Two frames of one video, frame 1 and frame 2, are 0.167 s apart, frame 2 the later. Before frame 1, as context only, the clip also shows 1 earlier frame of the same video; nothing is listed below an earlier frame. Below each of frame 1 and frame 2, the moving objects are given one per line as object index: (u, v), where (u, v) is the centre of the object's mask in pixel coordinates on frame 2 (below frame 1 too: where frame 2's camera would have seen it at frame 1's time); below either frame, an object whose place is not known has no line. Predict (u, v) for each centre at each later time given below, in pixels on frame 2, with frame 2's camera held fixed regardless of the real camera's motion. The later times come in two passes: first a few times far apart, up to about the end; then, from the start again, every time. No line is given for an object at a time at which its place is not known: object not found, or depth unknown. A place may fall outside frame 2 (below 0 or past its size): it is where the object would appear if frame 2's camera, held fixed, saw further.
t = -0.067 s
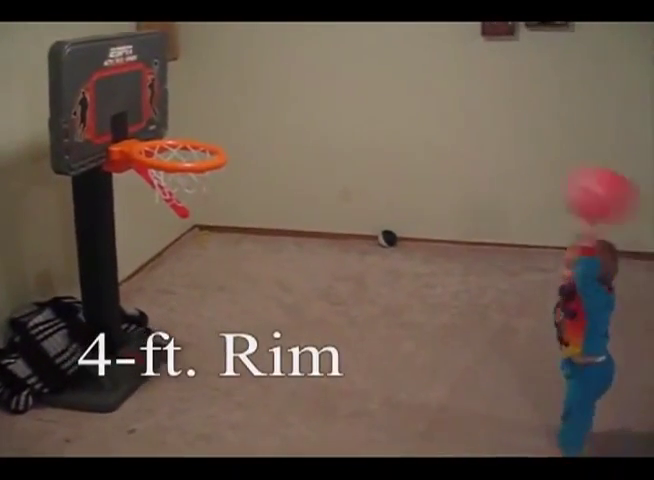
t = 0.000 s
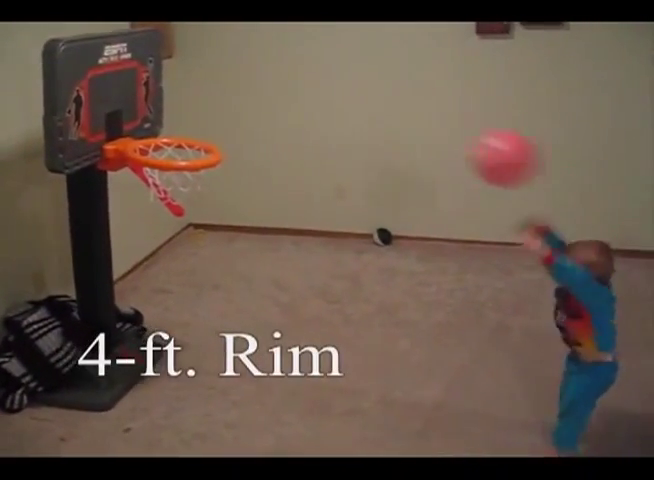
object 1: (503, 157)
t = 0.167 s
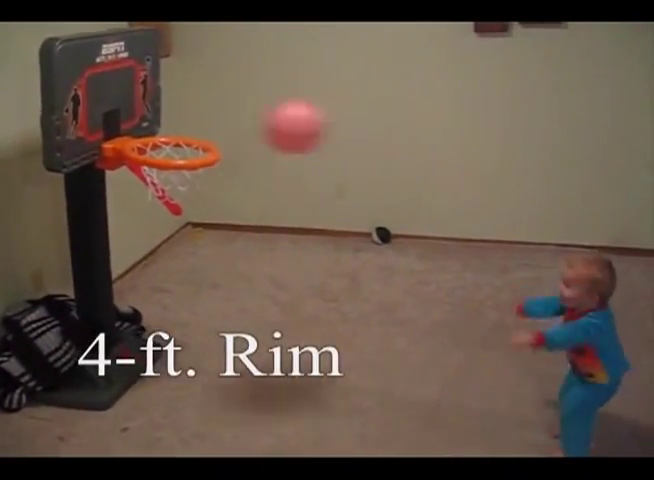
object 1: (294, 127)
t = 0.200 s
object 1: (257, 131)
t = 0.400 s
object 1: (175, 111)
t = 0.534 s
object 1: (150, 117)
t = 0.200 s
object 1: (257, 131)
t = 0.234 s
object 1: (223, 137)
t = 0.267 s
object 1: (211, 130)
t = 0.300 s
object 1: (201, 121)
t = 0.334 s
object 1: (191, 115)
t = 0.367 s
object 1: (184, 112)
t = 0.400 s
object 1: (175, 111)
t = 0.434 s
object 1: (168, 113)
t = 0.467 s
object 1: (159, 117)
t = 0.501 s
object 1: (152, 122)
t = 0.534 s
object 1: (150, 117)
